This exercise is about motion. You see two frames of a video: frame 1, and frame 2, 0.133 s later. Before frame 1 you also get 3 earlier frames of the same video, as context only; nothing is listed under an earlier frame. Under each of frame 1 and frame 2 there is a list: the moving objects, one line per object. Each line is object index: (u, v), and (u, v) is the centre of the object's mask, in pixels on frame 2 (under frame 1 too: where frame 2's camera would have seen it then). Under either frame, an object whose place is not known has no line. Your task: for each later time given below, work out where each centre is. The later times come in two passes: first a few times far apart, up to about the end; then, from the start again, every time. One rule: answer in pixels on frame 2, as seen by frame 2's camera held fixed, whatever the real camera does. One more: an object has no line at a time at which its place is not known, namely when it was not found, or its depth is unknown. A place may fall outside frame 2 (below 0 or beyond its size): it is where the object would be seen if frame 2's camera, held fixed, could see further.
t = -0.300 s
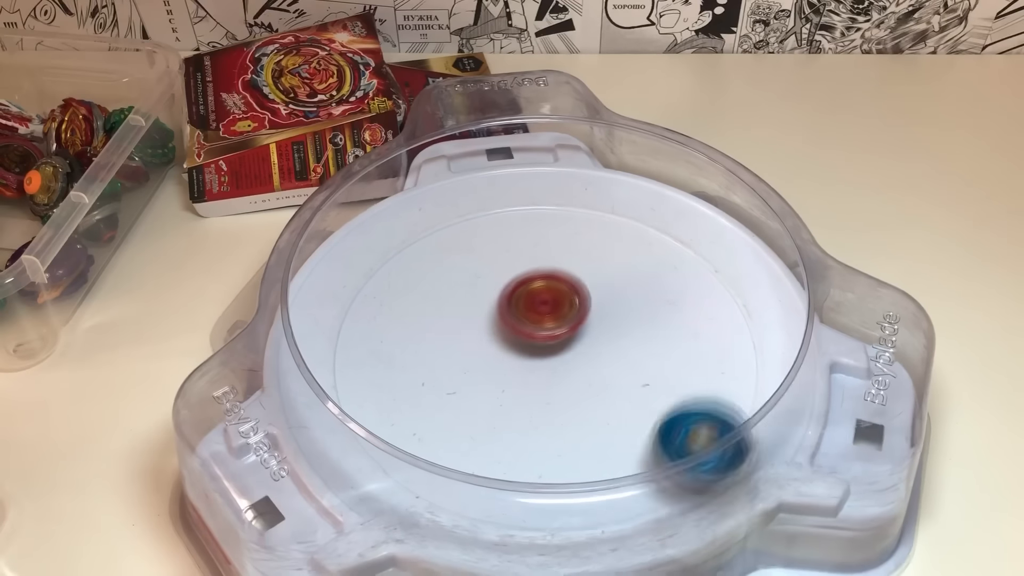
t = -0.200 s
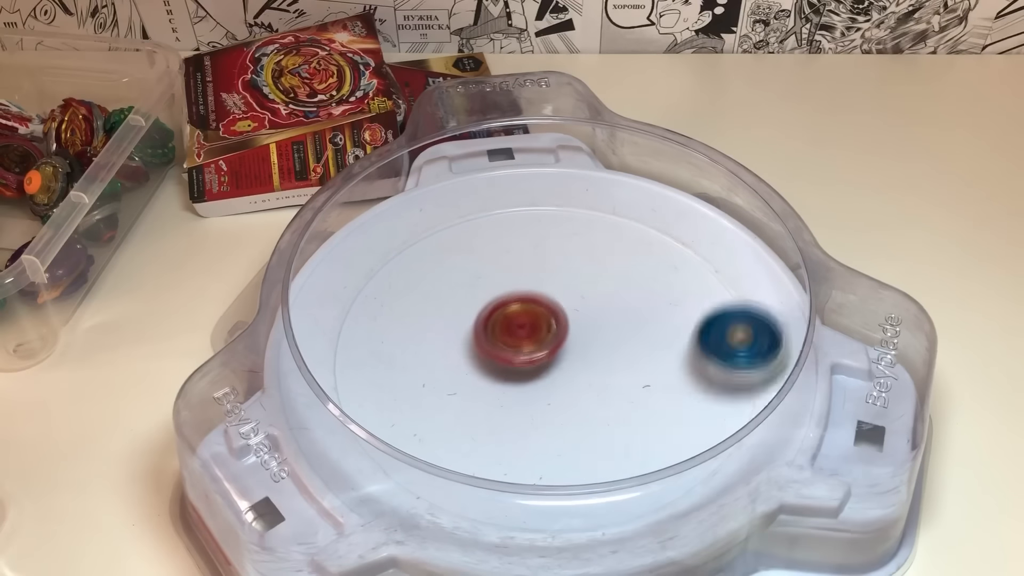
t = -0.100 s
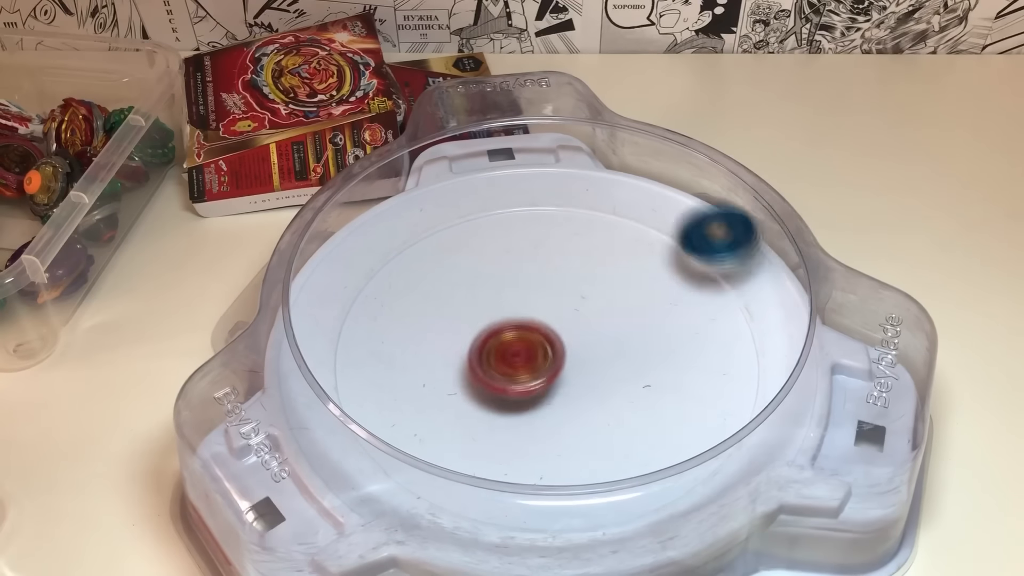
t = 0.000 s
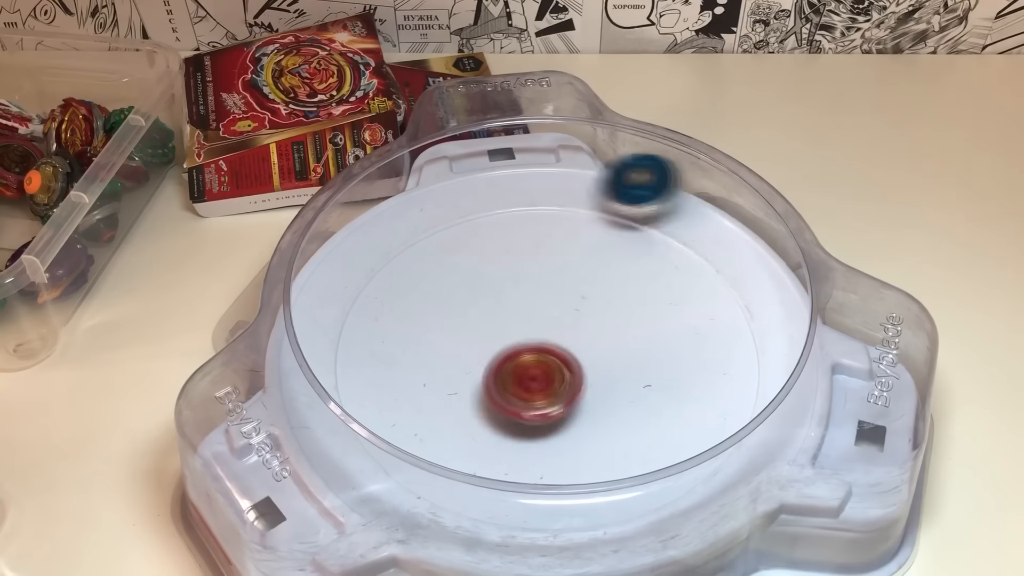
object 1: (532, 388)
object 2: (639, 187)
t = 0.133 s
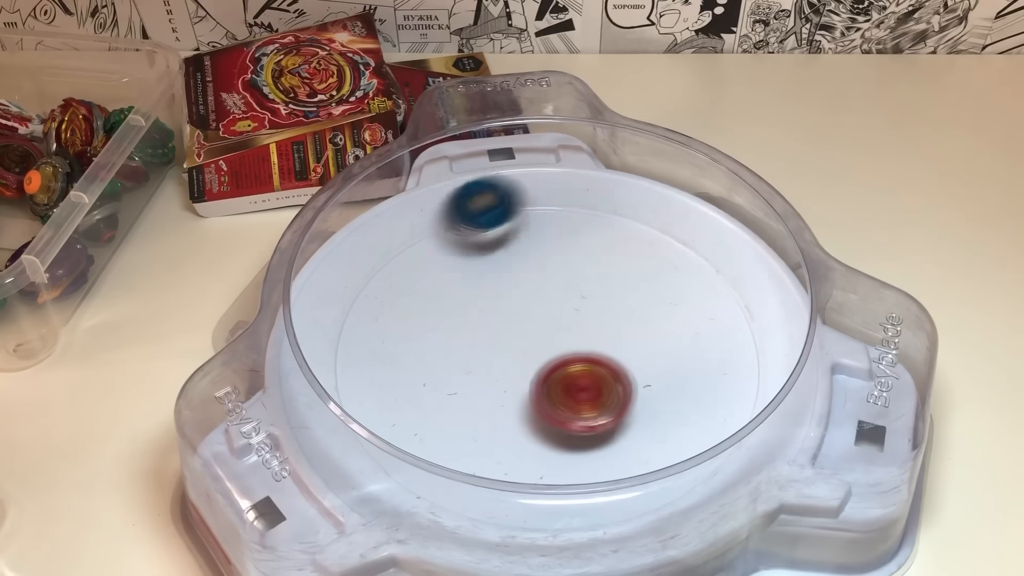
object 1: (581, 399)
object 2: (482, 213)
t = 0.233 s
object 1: (616, 381)
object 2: (395, 281)
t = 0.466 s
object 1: (587, 315)
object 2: (494, 497)
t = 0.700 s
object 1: (503, 308)
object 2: (792, 359)
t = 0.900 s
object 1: (477, 369)
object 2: (612, 225)
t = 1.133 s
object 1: (545, 402)
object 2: (349, 302)
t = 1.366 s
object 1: (603, 334)
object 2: (459, 485)
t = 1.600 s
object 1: (539, 288)
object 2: (674, 316)
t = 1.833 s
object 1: (463, 333)
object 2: (518, 188)
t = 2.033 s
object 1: (520, 405)
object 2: (380, 285)
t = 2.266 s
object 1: (626, 372)
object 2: (585, 444)
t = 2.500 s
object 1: (595, 315)
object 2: (731, 292)
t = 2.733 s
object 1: (514, 311)
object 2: (524, 212)
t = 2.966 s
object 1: (535, 367)
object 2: (412, 390)
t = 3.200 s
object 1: (612, 378)
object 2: (672, 456)
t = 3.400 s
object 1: (599, 345)
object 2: (733, 299)
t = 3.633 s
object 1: (547, 325)
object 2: (494, 241)
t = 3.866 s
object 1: (553, 397)
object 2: (343, 356)
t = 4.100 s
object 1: (593, 389)
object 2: (579, 491)
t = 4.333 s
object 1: (575, 341)
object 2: (695, 310)
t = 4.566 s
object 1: (503, 354)
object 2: (485, 205)
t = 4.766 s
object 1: (516, 392)
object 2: (344, 321)
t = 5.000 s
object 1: (590, 359)
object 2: (547, 464)
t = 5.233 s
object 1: (554, 301)
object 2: (705, 306)
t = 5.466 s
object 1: (473, 310)
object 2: (535, 196)
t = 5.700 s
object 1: (505, 382)
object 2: (387, 328)
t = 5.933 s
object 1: (599, 349)
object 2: (589, 452)
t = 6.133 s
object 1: (590, 278)
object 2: (746, 341)
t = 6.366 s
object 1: (511, 291)
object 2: (596, 217)
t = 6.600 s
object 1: (520, 365)
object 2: (411, 311)
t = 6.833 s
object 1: (586, 367)
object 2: (497, 477)
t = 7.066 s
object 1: (584, 312)
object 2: (711, 392)
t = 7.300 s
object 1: (507, 324)
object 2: (589, 250)
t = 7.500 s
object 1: (522, 376)
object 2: (414, 274)
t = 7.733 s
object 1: (584, 376)
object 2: (430, 429)
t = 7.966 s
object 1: (570, 312)
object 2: (646, 401)
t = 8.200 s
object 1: (498, 328)
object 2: (615, 248)
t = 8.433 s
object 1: (511, 351)
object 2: (434, 261)
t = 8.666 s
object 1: (571, 338)
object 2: (456, 394)
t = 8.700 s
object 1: (578, 336)
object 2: (478, 405)
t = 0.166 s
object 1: (595, 396)
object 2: (449, 231)
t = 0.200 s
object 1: (607, 389)
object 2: (417, 256)
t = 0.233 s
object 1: (616, 381)
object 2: (395, 281)
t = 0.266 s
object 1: (620, 373)
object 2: (376, 313)
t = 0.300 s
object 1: (622, 364)
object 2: (363, 348)
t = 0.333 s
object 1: (621, 354)
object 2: (367, 378)
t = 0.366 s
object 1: (617, 343)
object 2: (377, 406)
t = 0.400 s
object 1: (610, 333)
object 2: (392, 450)
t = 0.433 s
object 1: (600, 324)
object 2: (440, 475)
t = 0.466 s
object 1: (587, 315)
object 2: (494, 497)
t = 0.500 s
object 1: (574, 308)
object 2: (552, 520)
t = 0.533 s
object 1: (560, 303)
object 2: (615, 513)
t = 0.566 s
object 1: (547, 299)
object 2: (674, 490)
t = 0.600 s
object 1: (534, 298)
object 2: (720, 468)
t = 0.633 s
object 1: (522, 300)
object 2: (755, 434)
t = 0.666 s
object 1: (513, 303)
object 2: (780, 397)
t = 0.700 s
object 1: (503, 308)
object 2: (792, 359)
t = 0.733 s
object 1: (495, 314)
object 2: (795, 321)
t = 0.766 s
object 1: (489, 325)
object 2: (771, 294)
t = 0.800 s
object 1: (483, 334)
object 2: (738, 272)
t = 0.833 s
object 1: (478, 344)
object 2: (697, 255)
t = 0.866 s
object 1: (476, 357)
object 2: (656, 237)
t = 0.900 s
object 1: (477, 369)
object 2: (612, 225)
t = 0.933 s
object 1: (480, 379)
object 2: (566, 215)
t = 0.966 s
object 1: (486, 388)
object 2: (521, 211)
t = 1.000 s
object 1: (495, 396)
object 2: (476, 211)
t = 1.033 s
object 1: (506, 401)
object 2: (433, 216)
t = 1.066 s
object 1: (518, 404)
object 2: (399, 235)
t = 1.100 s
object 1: (532, 404)
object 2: (375, 266)
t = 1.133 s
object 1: (545, 402)
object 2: (349, 302)
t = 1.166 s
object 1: (559, 398)
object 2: (332, 333)
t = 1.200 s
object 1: (572, 391)
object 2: (314, 372)
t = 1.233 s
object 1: (584, 384)
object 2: (306, 411)
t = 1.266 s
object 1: (593, 373)
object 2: (324, 443)
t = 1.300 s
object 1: (599, 360)
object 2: (353, 477)
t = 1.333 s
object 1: (602, 346)
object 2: (401, 494)
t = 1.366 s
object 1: (603, 334)
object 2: (459, 485)
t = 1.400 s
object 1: (600, 323)
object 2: (510, 486)
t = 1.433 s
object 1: (596, 313)
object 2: (560, 458)
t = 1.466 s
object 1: (588, 305)
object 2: (603, 443)
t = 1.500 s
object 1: (579, 299)
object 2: (637, 416)
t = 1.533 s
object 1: (568, 294)
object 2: (660, 383)
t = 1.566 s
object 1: (554, 290)
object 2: (672, 349)
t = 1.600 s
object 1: (539, 288)
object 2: (674, 316)
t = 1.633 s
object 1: (522, 289)
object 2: (667, 283)
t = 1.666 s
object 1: (506, 290)
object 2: (653, 256)
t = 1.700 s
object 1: (492, 294)
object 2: (637, 236)
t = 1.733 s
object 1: (482, 300)
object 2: (614, 215)
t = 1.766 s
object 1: (472, 309)
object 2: (587, 199)
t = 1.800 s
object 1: (466, 320)
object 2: (557, 186)
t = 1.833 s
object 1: (463, 333)
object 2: (518, 188)
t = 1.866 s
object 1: (463, 347)
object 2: (480, 189)
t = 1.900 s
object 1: (466, 362)
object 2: (441, 191)
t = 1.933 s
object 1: (473, 376)
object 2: (413, 199)
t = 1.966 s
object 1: (486, 389)
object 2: (398, 225)
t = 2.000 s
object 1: (501, 398)
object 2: (385, 252)
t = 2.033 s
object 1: (520, 405)
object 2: (380, 285)
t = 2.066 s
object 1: (538, 409)
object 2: (381, 318)
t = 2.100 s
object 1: (556, 410)
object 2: (393, 350)
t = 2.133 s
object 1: (575, 407)
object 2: (417, 383)
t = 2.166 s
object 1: (591, 401)
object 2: (449, 411)
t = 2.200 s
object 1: (605, 394)
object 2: (490, 432)
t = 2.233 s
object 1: (617, 384)
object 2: (537, 444)
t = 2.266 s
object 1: (626, 372)
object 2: (585, 444)
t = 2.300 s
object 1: (628, 362)
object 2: (637, 438)
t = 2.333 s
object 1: (627, 352)
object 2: (682, 428)
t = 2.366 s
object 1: (625, 343)
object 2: (721, 406)
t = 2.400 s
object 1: (620, 334)
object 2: (752, 378)
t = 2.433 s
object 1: (612, 327)
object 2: (750, 346)
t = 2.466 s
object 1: (604, 321)
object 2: (740, 319)
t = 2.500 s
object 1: (595, 315)
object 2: (731, 292)
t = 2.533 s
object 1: (585, 309)
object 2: (718, 264)
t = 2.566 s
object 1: (572, 310)
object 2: (692, 244)
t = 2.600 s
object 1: (559, 309)
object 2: (663, 224)
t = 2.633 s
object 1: (546, 309)
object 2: (628, 212)
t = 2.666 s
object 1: (533, 308)
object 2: (592, 206)
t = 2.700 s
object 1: (522, 309)
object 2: (557, 206)
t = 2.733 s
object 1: (514, 311)
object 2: (524, 212)
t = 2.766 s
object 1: (508, 312)
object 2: (492, 225)
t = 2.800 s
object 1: (503, 322)
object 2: (465, 243)
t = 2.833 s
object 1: (501, 329)
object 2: (440, 267)
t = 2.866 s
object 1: (503, 338)
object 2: (421, 297)
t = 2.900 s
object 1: (511, 349)
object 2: (410, 327)
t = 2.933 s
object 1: (521, 359)
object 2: (406, 358)
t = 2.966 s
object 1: (535, 367)
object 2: (412, 390)
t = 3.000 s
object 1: (550, 374)
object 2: (429, 418)
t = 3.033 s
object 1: (564, 379)
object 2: (456, 449)
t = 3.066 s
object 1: (576, 383)
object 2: (494, 473)
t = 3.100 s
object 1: (588, 384)
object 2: (541, 489)
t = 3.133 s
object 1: (598, 384)
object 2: (590, 496)
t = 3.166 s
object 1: (606, 382)
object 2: (633, 477)
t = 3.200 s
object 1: (612, 378)
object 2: (672, 456)
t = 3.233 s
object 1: (615, 374)
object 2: (709, 432)
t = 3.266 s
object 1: (616, 369)
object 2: (735, 404)
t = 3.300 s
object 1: (615, 363)
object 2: (743, 374)
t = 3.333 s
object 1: (611, 358)
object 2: (748, 350)
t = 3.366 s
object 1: (606, 351)
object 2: (744, 323)
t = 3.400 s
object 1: (599, 345)
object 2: (733, 299)
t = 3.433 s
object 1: (592, 339)
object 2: (712, 278)
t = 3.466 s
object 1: (584, 333)
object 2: (685, 261)
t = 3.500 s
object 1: (575, 327)
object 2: (652, 249)
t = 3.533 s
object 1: (568, 319)
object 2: (614, 241)
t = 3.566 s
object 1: (560, 317)
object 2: (574, 240)
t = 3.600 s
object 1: (553, 316)
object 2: (534, 243)
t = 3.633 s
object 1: (547, 325)
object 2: (494, 241)
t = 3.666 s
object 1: (543, 335)
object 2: (458, 243)
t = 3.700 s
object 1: (540, 347)
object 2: (425, 252)
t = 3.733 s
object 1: (538, 359)
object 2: (397, 265)
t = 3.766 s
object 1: (539, 370)
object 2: (373, 282)
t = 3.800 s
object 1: (542, 380)
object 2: (352, 304)
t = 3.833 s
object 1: (547, 390)
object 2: (338, 329)
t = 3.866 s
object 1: (553, 397)
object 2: (343, 356)
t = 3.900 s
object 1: (560, 402)
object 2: (352, 389)
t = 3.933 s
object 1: (568, 406)
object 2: (370, 419)
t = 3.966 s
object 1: (576, 407)
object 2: (400, 447)
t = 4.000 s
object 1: (582, 406)
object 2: (435, 468)
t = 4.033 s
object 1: (587, 402)
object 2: (482, 485)
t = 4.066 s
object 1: (590, 396)
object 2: (531, 493)
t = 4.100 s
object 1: (593, 389)
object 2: (579, 491)
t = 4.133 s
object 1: (596, 381)
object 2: (625, 479)
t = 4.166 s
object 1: (598, 373)
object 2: (661, 459)
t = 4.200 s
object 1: (599, 366)
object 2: (687, 433)
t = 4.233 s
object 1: (597, 359)
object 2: (704, 401)
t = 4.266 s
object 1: (592, 354)
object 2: (711, 372)
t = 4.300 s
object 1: (585, 345)
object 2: (707, 339)
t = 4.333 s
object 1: (575, 341)
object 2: (695, 310)
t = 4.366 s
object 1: (561, 341)
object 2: (676, 283)
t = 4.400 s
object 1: (551, 339)
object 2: (651, 259)
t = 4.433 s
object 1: (540, 338)
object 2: (622, 239)
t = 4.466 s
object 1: (529, 339)
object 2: (589, 223)
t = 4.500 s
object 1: (519, 342)
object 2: (556, 212)
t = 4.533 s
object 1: (510, 346)
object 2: (521, 206)
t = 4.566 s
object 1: (503, 354)
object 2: (485, 205)
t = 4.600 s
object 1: (498, 361)
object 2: (450, 207)
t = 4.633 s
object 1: (495, 368)
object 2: (420, 222)
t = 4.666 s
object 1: (495, 376)
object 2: (395, 243)
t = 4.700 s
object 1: (499, 382)
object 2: (371, 265)
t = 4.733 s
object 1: (506, 388)
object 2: (353, 291)
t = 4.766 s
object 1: (516, 392)
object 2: (344, 321)
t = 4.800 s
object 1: (528, 392)
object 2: (346, 350)
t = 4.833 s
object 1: (540, 391)
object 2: (362, 380)
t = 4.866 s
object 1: (553, 386)
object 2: (383, 412)
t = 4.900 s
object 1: (566, 379)
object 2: (414, 437)
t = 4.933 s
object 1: (577, 373)
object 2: (454, 452)
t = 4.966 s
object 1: (585, 366)
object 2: (500, 462)
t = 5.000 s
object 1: (590, 359)
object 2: (547, 464)
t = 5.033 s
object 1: (592, 350)
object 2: (592, 448)
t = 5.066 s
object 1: (592, 340)
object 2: (630, 436)
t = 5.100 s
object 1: (587, 331)
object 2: (665, 416)
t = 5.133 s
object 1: (582, 322)
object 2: (685, 390)
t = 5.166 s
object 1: (574, 314)
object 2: (699, 362)
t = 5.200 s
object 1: (564, 306)
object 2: (705, 333)
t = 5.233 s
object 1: (554, 301)
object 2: (705, 306)
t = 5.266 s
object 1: (541, 297)
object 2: (696, 277)
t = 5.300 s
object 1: (529, 294)
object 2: (681, 251)
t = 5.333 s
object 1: (517, 294)
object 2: (660, 228)
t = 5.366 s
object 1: (504, 295)
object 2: (633, 210)
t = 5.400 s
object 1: (491, 298)
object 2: (604, 197)
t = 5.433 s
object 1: (481, 304)
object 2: (571, 195)
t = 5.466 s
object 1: (473, 310)
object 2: (535, 196)
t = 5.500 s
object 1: (467, 319)
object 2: (501, 201)
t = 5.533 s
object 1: (464, 331)
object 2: (470, 209)
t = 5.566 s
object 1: (465, 343)
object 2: (440, 224)
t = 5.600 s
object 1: (470, 356)
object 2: (416, 245)
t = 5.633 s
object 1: (480, 367)
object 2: (398, 269)
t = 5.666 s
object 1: (492, 376)
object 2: (388, 299)
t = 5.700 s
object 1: (505, 382)
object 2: (387, 328)
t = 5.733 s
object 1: (521, 385)
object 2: (396, 358)
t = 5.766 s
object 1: (536, 386)
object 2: (413, 386)
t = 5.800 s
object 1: (550, 383)
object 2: (436, 412)
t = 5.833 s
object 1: (565, 378)
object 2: (470, 433)
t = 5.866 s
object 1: (578, 371)
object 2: (506, 446)
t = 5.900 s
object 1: (590, 361)
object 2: (549, 451)
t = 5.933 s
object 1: (599, 349)
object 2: (589, 452)
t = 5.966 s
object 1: (605, 336)
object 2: (633, 445)
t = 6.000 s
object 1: (609, 322)
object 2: (667, 439)
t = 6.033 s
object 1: (608, 310)
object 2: (697, 414)
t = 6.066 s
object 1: (605, 299)
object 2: (721, 394)
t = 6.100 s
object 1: (599, 289)
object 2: (739, 367)
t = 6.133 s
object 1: (590, 278)
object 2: (746, 341)
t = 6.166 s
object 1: (579, 276)
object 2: (744, 313)
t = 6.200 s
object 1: (567, 273)
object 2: (733, 286)
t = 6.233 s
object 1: (554, 273)
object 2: (716, 264)
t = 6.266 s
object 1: (544, 275)
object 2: (690, 244)
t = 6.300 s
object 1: (531, 279)
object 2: (661, 229)
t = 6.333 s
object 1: (520, 284)
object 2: (628, 221)
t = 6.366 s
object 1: (511, 291)
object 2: (596, 217)
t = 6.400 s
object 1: (504, 301)
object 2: (561, 217)
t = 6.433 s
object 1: (501, 312)
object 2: (527, 222)
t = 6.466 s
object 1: (499, 325)
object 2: (496, 234)
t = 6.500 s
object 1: (502, 337)
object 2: (467, 248)
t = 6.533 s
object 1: (505, 348)
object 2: (444, 267)
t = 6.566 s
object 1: (511, 357)
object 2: (425, 287)
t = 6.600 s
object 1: (520, 365)
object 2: (411, 311)
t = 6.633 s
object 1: (530, 371)
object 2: (400, 338)
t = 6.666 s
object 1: (539, 375)
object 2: (396, 366)
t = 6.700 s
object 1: (549, 376)
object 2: (401, 394)
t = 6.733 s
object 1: (559, 376)
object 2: (415, 418)
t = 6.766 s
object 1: (567, 375)
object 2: (435, 444)
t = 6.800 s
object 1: (577, 371)
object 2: (462, 463)
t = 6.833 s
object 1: (586, 367)
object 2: (497, 477)
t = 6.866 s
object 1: (595, 360)
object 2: (537, 486)
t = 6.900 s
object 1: (602, 353)
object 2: (577, 486)
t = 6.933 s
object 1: (606, 344)
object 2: (618, 478)
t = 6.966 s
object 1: (606, 335)
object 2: (653, 461)
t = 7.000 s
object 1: (601, 326)
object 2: (679, 443)
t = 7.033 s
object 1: (595, 318)
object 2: (700, 417)
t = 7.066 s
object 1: (584, 312)
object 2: (711, 392)
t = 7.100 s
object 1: (573, 308)
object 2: (712, 364)
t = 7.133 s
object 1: (559, 307)
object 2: (705, 338)
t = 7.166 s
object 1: (546, 308)
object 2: (691, 314)
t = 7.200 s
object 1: (532, 312)
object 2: (670, 293)
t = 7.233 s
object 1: (521, 316)
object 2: (646, 276)
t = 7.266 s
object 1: (512, 320)
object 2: (619, 262)
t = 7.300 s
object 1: (507, 324)
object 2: (589, 250)
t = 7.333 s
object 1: (503, 330)
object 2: (558, 244)
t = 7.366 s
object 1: (502, 338)
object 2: (527, 241)
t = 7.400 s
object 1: (502, 347)
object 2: (498, 244)
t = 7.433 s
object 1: (506, 357)
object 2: (469, 250)
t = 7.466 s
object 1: (512, 366)
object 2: (441, 260)
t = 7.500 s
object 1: (522, 376)
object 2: (414, 274)
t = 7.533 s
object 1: (531, 383)
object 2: (394, 291)
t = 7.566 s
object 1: (542, 388)
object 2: (379, 313)
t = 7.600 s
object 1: (550, 390)
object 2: (371, 337)
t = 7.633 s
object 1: (558, 389)
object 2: (372, 364)
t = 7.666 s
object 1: (566, 387)
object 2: (382, 390)
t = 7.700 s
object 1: (576, 382)
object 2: (404, 410)
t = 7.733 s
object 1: (584, 376)
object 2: (430, 429)
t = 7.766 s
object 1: (591, 367)
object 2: (462, 442)
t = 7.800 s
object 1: (594, 356)
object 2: (496, 450)
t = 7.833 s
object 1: (594, 346)
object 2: (531, 451)
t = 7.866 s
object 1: (590, 335)
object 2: (564, 447)
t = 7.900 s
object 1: (584, 325)
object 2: (594, 440)
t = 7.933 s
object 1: (578, 318)
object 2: (621, 424)
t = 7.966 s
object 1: (570, 312)
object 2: (646, 401)
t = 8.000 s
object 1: (561, 309)
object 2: (662, 377)
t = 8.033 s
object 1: (552, 307)
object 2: (670, 353)
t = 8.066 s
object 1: (542, 308)
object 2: (671, 331)
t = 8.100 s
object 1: (530, 310)
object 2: (666, 308)
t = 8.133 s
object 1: (519, 314)
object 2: (654, 286)
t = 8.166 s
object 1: (507, 321)
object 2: (636, 266)
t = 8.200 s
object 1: (498, 328)
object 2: (615, 248)
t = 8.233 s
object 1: (491, 336)
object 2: (591, 235)
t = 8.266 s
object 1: (489, 341)
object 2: (565, 227)
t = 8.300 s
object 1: (490, 343)
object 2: (536, 223)
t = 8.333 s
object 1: (492, 346)
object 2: (508, 224)
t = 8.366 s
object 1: (496, 353)
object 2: (481, 232)
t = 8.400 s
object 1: (503, 350)
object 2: (456, 244)
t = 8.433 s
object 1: (511, 351)
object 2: (434, 261)
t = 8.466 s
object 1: (517, 351)
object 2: (417, 282)
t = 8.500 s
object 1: (526, 354)
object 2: (408, 305)
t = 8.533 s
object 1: (536, 347)
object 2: (407, 326)
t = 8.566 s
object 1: (544, 348)
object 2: (412, 347)
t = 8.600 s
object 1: (554, 345)
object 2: (421, 366)
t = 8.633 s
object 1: (562, 339)
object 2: (436, 382)
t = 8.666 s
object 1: (571, 338)
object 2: (456, 394)
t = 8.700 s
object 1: (578, 336)
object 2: (478, 405)
